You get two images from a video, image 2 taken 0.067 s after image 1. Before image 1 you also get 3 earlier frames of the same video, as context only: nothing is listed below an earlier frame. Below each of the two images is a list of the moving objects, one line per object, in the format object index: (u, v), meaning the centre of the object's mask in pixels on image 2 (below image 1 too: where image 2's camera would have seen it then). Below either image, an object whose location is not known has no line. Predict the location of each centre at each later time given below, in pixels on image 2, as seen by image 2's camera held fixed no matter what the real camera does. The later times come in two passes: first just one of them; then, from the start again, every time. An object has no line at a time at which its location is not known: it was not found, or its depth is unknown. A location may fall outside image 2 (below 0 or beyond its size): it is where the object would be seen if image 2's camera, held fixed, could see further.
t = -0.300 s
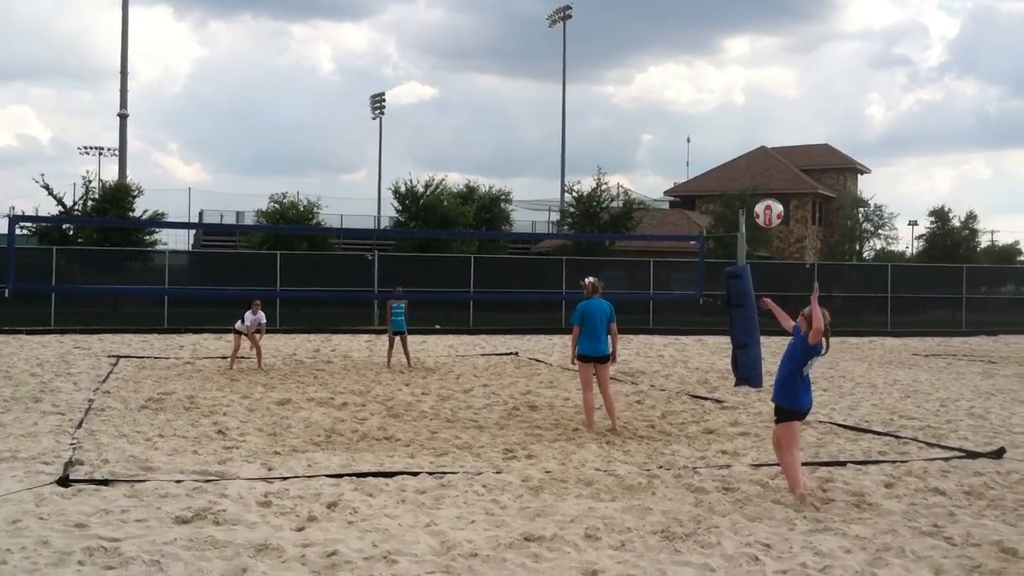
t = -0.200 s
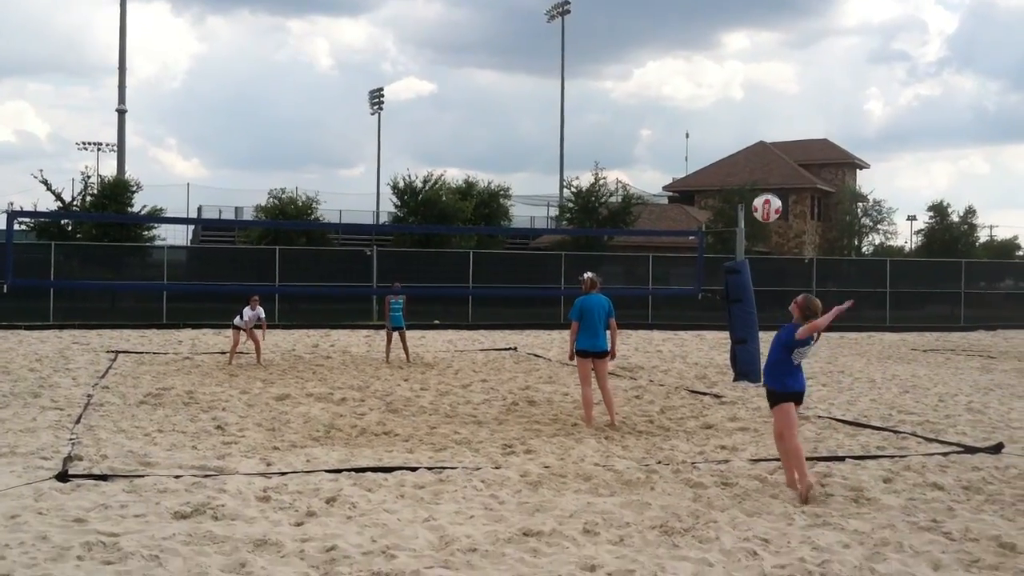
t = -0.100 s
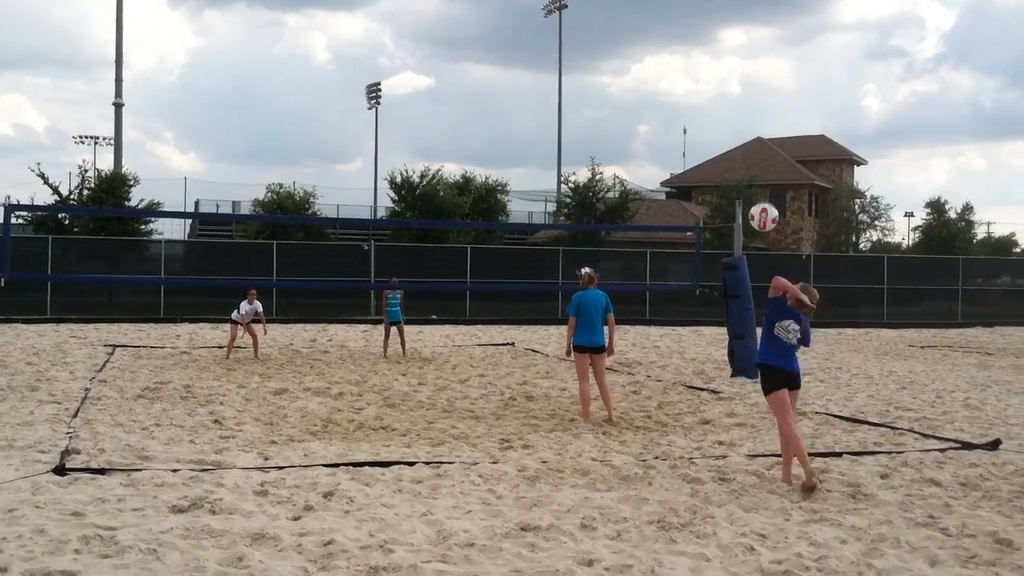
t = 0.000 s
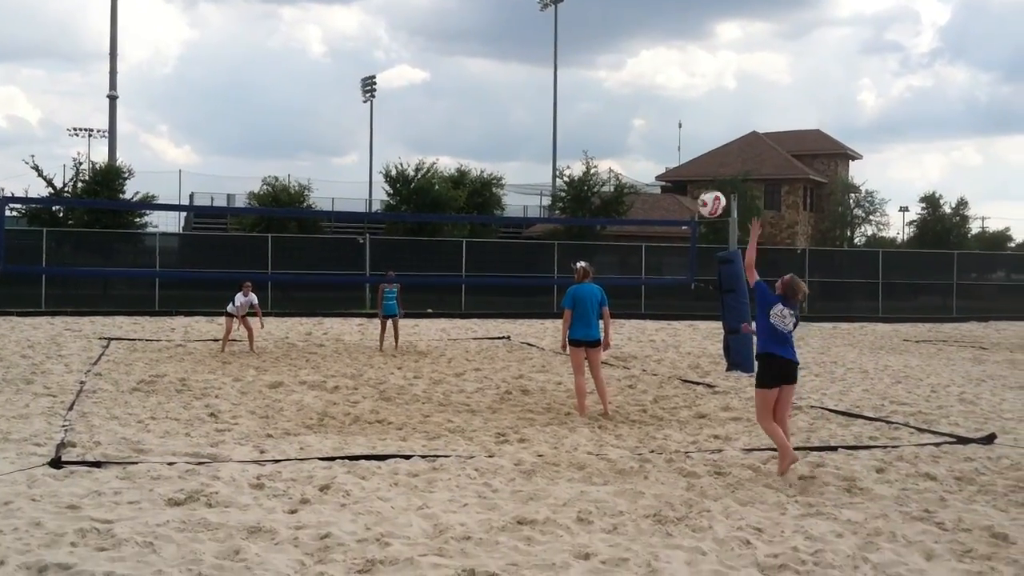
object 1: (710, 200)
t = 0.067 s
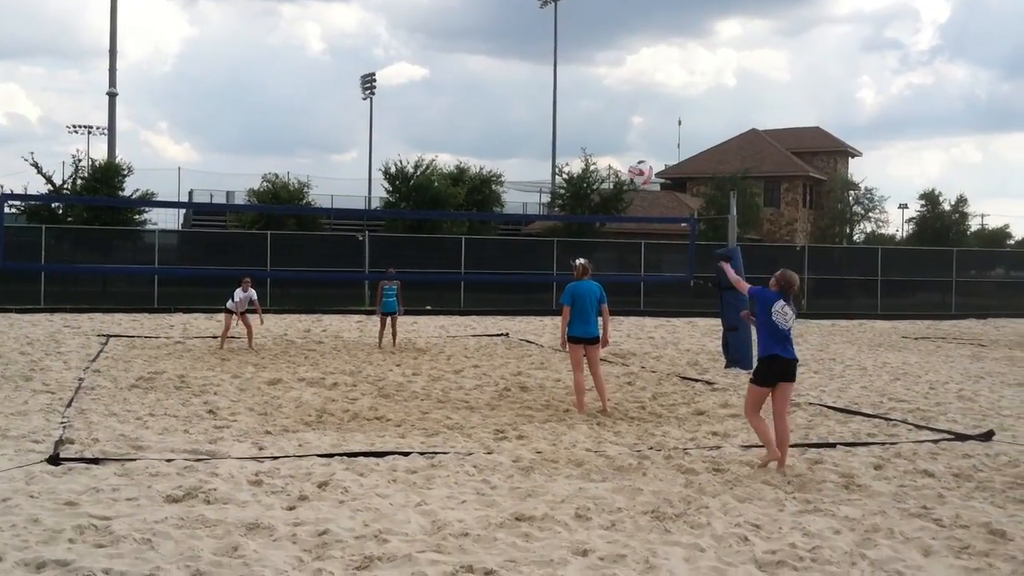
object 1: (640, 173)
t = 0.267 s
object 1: (474, 129)
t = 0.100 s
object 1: (609, 162)
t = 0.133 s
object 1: (579, 152)
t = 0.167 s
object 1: (549, 145)
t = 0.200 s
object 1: (523, 138)
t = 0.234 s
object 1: (498, 133)
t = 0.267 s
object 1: (474, 129)
